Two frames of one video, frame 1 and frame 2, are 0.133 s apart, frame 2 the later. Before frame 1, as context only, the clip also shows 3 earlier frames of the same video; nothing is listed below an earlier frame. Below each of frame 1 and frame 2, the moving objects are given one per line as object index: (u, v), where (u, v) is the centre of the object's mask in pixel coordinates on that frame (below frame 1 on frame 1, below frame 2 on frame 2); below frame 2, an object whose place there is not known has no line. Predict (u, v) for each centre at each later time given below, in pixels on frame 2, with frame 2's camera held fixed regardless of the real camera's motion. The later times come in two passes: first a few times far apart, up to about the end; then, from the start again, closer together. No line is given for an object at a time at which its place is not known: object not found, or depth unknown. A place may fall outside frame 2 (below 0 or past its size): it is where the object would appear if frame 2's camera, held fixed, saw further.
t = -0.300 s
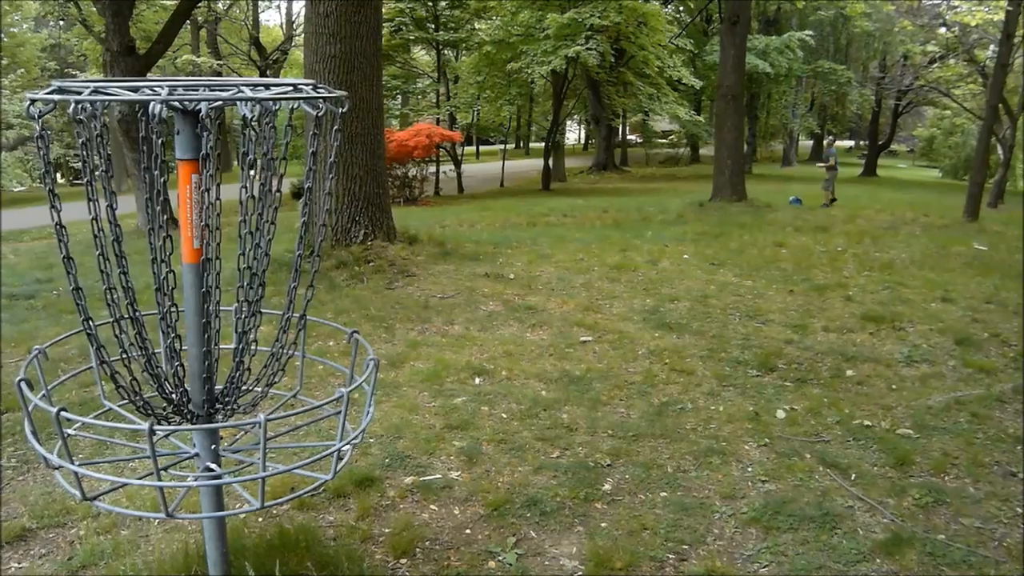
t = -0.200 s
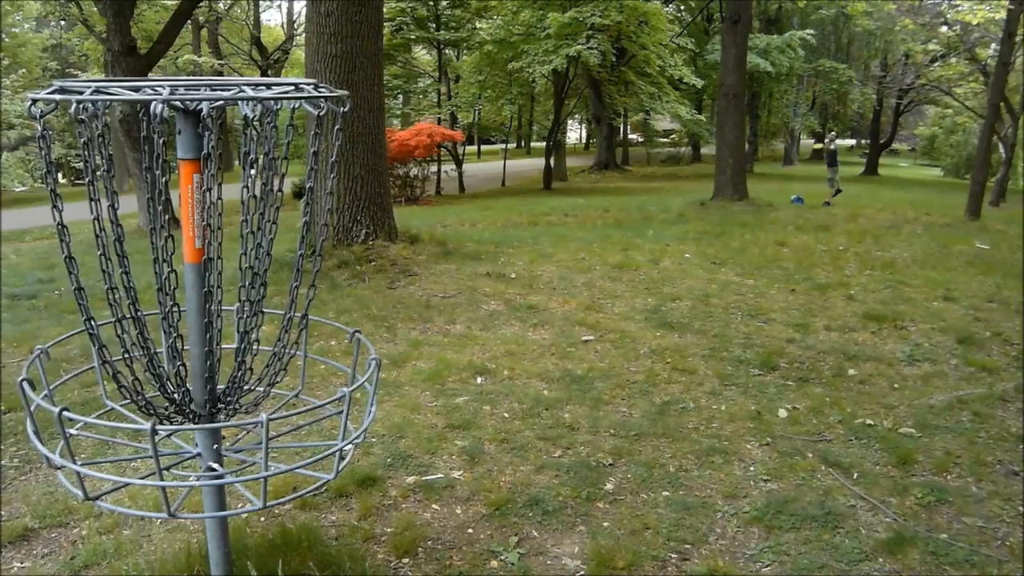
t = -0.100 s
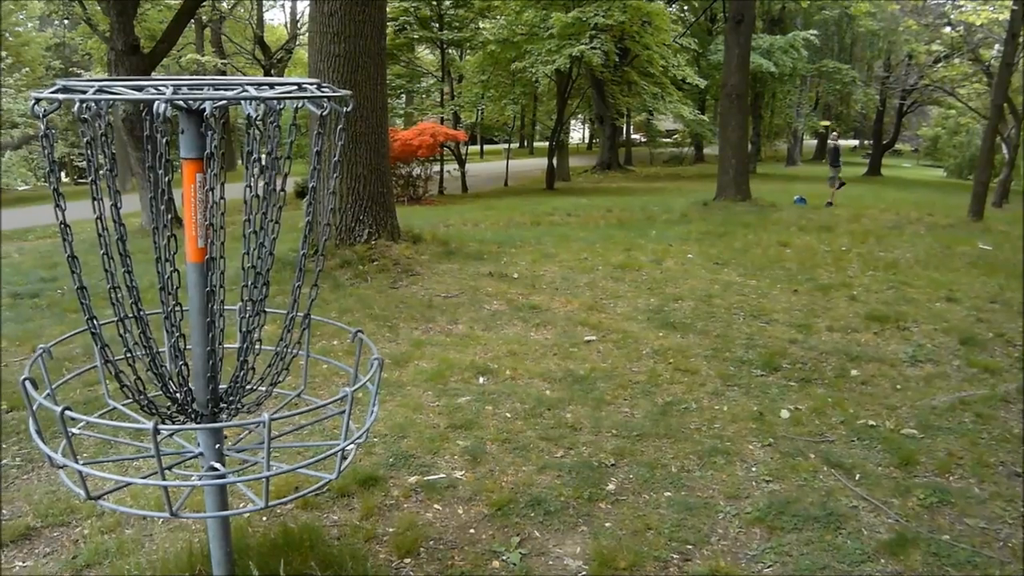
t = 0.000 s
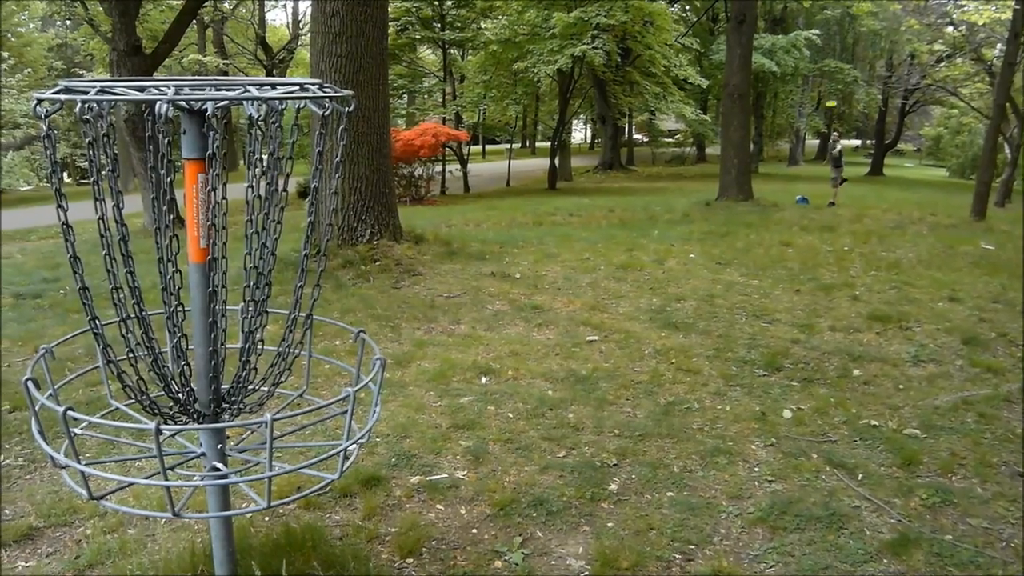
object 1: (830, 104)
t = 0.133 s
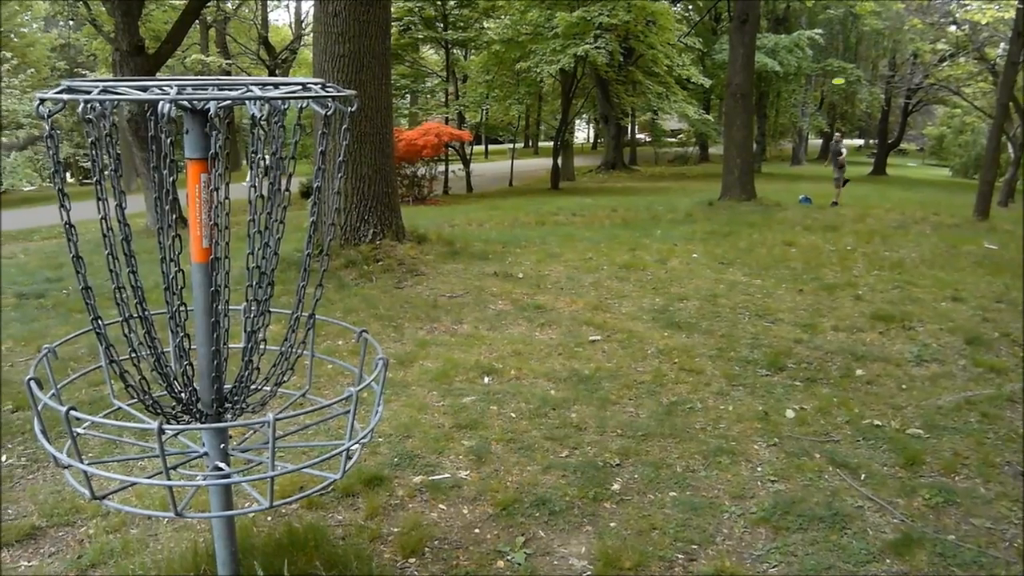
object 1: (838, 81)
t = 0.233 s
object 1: (842, 66)
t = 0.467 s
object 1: (847, 38)
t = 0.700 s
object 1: (851, 16)
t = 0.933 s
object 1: (846, 0)
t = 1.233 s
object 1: (807, 4)
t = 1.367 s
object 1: (760, 19)
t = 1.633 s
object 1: (545, 141)
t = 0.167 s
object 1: (839, 76)
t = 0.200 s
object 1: (840, 71)
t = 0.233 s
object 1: (842, 66)
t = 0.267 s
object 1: (842, 62)
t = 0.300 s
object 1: (844, 57)
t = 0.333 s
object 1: (845, 54)
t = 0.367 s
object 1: (845, 50)
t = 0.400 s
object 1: (846, 46)
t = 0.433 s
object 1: (847, 42)
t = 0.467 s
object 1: (847, 38)
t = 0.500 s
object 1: (848, 35)
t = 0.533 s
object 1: (849, 32)
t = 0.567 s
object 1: (849, 29)
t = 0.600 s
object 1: (850, 25)
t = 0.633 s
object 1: (850, 22)
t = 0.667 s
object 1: (850, 19)
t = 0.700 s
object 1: (851, 16)
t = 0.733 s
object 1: (851, 13)
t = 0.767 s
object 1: (850, 11)
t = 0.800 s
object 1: (850, 9)
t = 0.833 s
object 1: (849, 7)
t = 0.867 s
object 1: (848, 4)
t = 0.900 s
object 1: (847, 2)
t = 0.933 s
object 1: (846, 0)
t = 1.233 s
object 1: (807, 4)
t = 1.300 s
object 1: (788, 11)
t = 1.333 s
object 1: (776, 16)
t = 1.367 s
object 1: (760, 19)
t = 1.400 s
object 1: (745, 28)
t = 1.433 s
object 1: (725, 35)
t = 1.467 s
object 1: (706, 48)
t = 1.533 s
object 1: (652, 75)
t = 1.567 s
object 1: (622, 95)
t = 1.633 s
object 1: (545, 141)
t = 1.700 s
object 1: (446, 204)
